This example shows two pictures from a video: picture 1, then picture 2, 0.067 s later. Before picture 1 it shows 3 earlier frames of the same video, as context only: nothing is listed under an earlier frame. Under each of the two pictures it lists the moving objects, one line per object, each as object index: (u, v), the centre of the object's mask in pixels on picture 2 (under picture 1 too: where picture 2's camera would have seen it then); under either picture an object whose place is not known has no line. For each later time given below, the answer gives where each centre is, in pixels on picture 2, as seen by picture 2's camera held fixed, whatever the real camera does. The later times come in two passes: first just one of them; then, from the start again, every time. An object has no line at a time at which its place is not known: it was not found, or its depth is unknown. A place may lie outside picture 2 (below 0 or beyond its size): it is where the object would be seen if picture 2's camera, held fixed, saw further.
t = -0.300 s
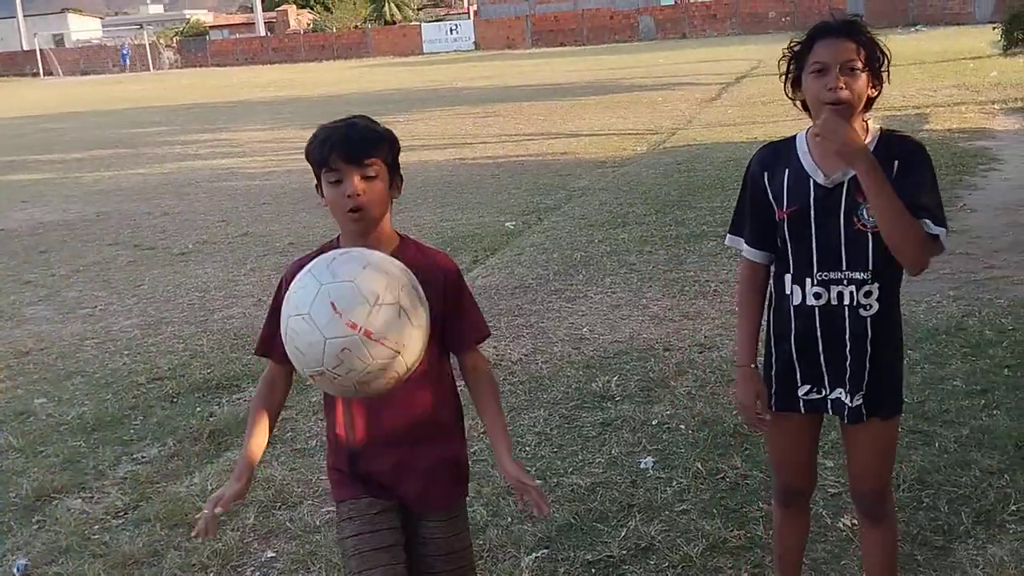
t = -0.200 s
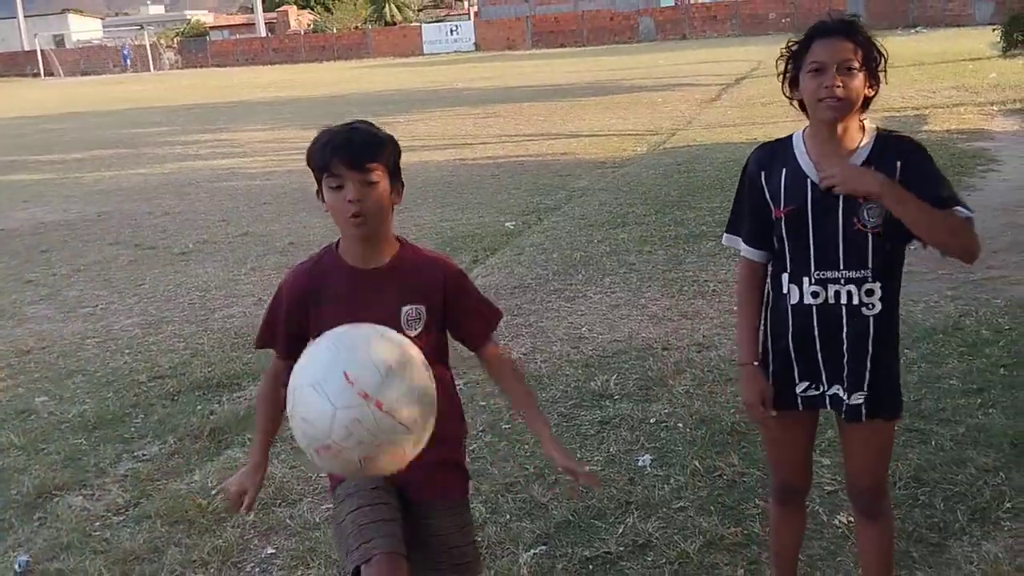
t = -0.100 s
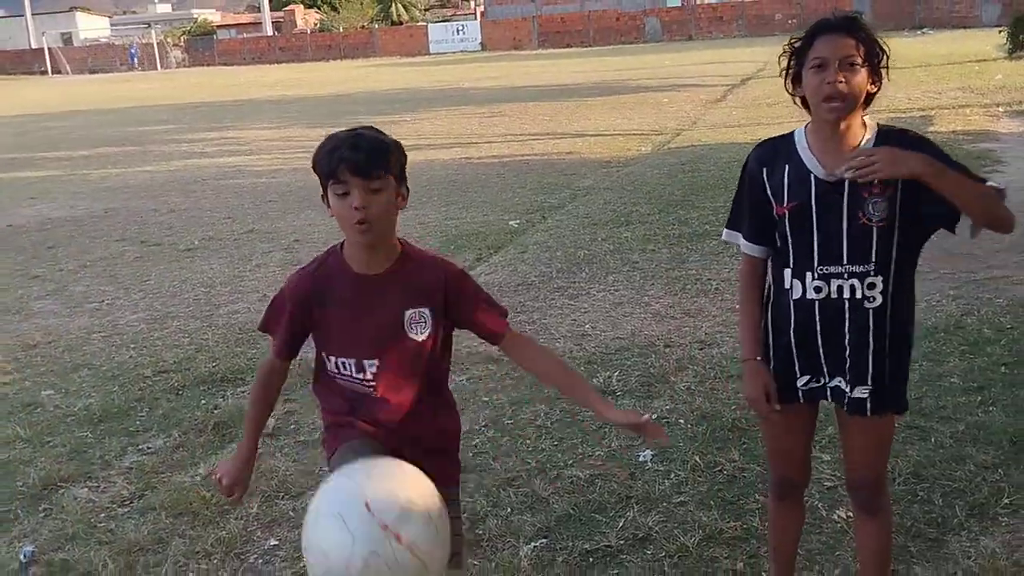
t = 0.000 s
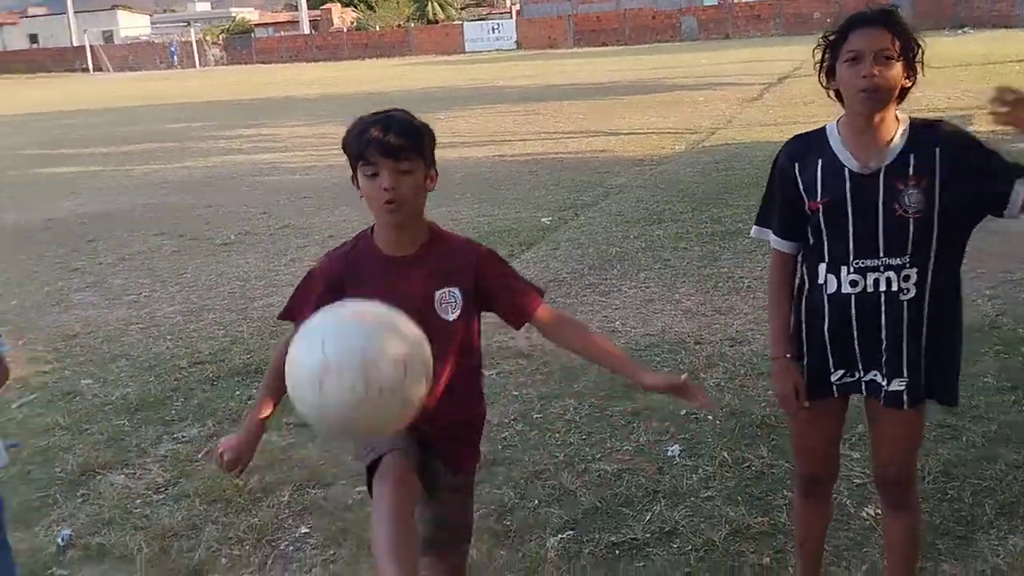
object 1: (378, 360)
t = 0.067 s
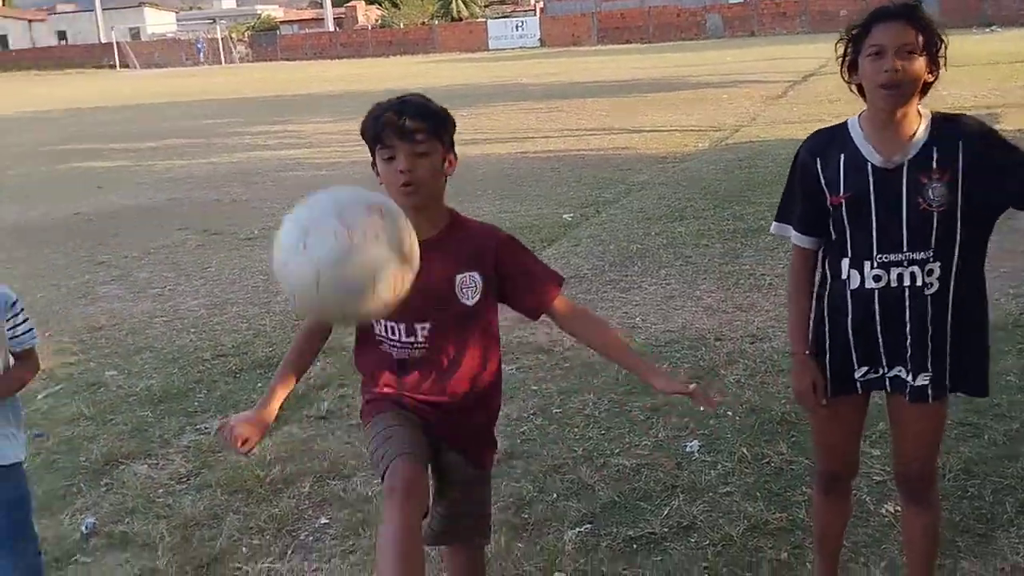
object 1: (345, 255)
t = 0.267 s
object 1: (263, 94)
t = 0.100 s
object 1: (330, 213)
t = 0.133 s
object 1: (315, 174)
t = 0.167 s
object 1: (301, 144)
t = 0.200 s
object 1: (287, 118)
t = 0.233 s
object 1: (275, 101)
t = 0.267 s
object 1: (263, 94)
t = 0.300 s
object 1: (253, 96)
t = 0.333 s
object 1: (244, 101)
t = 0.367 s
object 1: (236, 109)
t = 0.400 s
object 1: (229, 119)
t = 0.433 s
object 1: (223, 138)
